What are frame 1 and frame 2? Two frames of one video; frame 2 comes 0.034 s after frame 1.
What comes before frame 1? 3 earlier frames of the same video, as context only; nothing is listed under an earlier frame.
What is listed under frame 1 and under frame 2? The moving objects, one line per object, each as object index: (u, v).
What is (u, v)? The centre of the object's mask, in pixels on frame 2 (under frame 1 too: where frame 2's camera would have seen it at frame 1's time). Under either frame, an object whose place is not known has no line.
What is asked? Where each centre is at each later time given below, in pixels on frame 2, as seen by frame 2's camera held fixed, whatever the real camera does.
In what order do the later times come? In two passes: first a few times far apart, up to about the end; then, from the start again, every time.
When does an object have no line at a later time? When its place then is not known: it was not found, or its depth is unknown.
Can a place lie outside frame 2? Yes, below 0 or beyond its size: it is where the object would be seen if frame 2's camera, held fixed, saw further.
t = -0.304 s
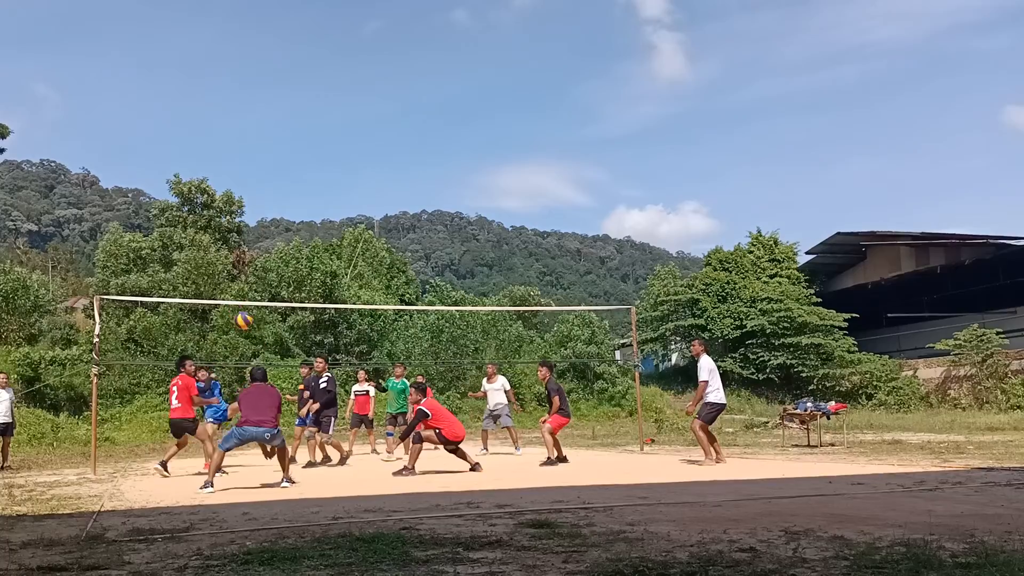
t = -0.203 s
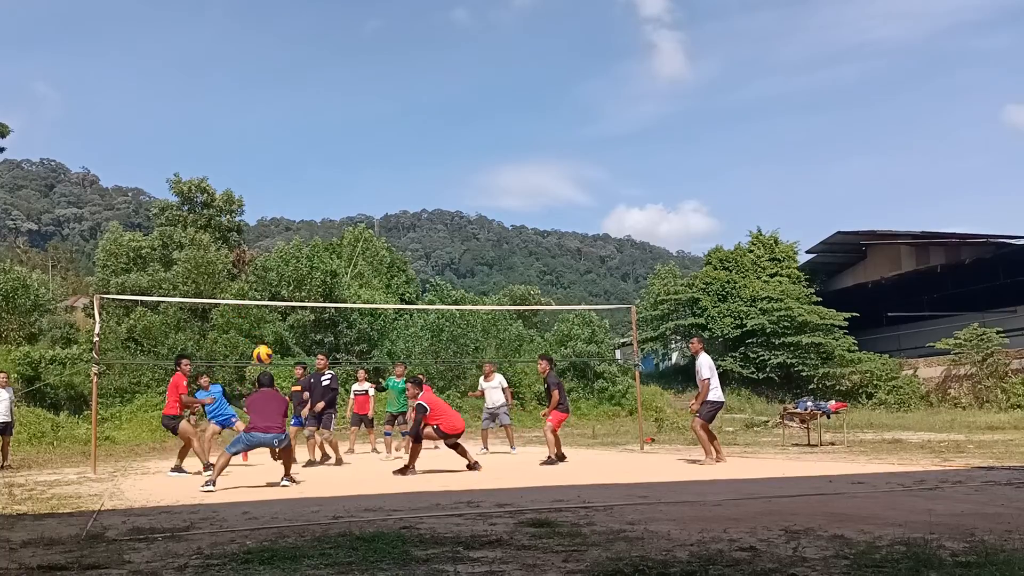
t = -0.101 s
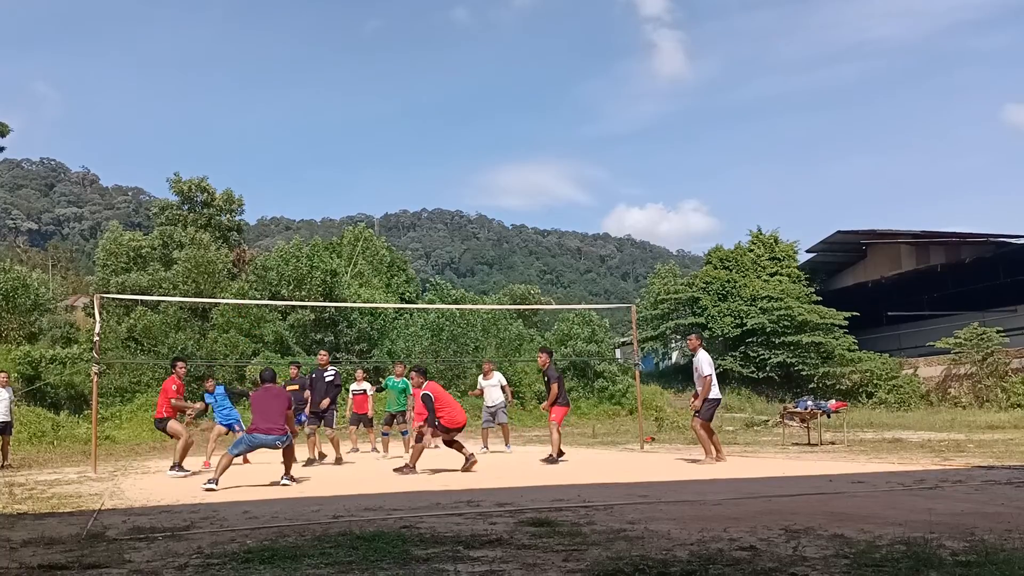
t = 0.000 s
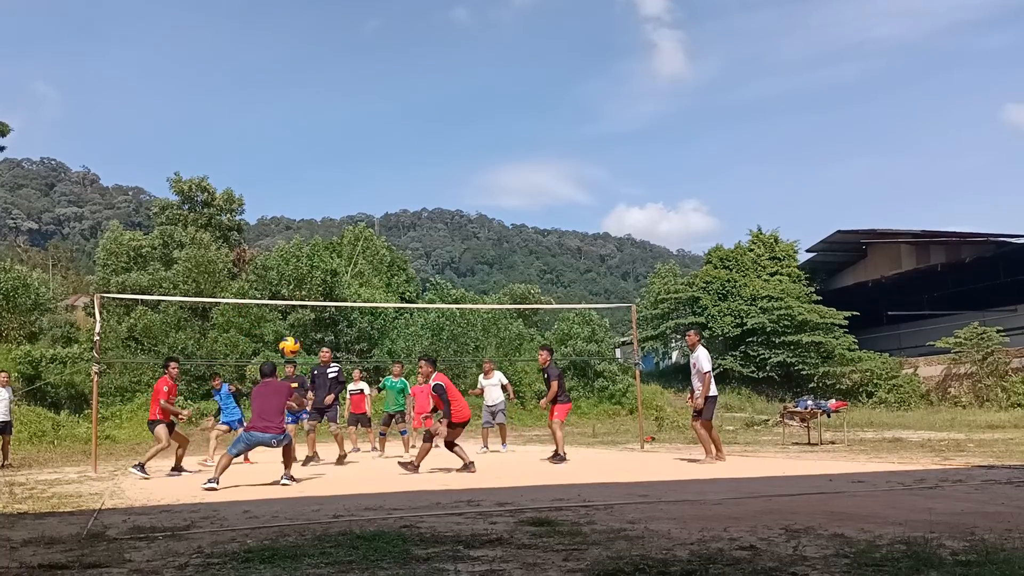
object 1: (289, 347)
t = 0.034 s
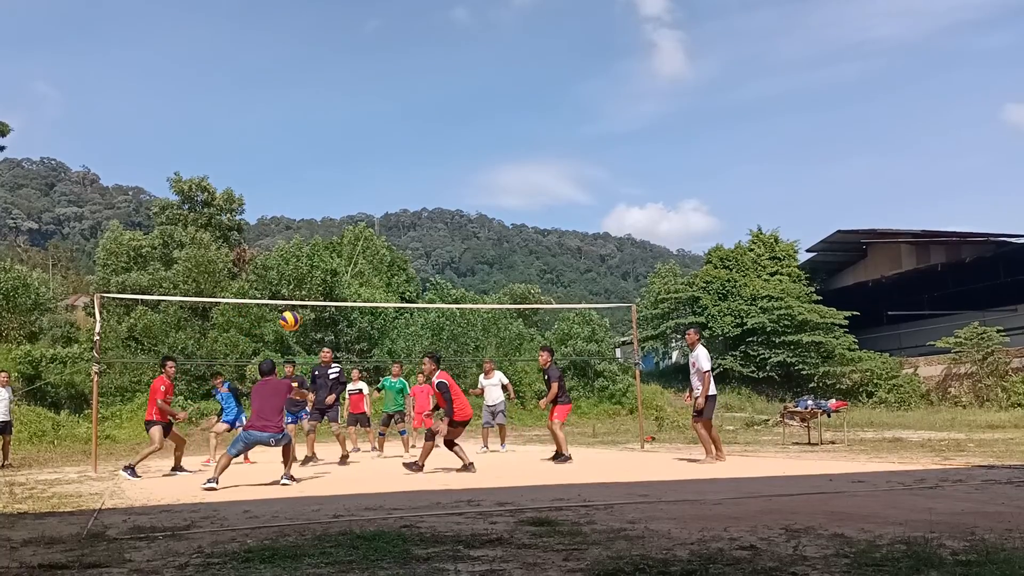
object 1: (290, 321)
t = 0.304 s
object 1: (290, 155)
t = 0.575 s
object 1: (293, 58)
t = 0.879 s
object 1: (297, 25)
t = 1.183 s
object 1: (303, 69)
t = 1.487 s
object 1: (310, 191)
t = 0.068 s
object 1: (290, 296)
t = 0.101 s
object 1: (289, 273)
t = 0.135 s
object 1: (289, 249)
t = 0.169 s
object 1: (290, 228)
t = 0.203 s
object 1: (290, 209)
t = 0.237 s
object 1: (290, 190)
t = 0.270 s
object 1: (290, 172)
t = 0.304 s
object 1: (290, 155)
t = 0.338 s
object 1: (291, 139)
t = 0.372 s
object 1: (291, 125)
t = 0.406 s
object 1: (291, 111)
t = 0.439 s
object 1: (291, 99)
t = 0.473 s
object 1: (292, 87)
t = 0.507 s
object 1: (292, 76)
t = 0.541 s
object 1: (292, 67)
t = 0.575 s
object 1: (293, 58)
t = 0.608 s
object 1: (293, 50)
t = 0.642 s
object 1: (293, 44)
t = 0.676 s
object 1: (294, 38)
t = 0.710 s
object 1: (295, 34)
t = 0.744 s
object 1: (295, 30)
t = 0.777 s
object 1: (295, 27)
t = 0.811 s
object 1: (296, 26)
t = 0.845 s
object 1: (297, 25)
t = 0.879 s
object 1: (297, 25)
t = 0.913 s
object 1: (298, 27)
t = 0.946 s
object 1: (298, 28)
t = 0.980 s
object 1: (299, 31)
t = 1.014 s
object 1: (299, 35)
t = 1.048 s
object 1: (300, 40)
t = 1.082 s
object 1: (301, 46)
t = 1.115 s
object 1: (302, 53)
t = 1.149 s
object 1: (302, 61)
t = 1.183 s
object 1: (303, 69)
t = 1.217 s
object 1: (304, 79)
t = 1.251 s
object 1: (304, 90)
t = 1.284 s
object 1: (305, 101)
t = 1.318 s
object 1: (306, 114)
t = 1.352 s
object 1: (307, 127)
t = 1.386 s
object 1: (308, 142)
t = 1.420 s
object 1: (308, 157)
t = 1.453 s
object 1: (309, 174)
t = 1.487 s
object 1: (310, 191)
